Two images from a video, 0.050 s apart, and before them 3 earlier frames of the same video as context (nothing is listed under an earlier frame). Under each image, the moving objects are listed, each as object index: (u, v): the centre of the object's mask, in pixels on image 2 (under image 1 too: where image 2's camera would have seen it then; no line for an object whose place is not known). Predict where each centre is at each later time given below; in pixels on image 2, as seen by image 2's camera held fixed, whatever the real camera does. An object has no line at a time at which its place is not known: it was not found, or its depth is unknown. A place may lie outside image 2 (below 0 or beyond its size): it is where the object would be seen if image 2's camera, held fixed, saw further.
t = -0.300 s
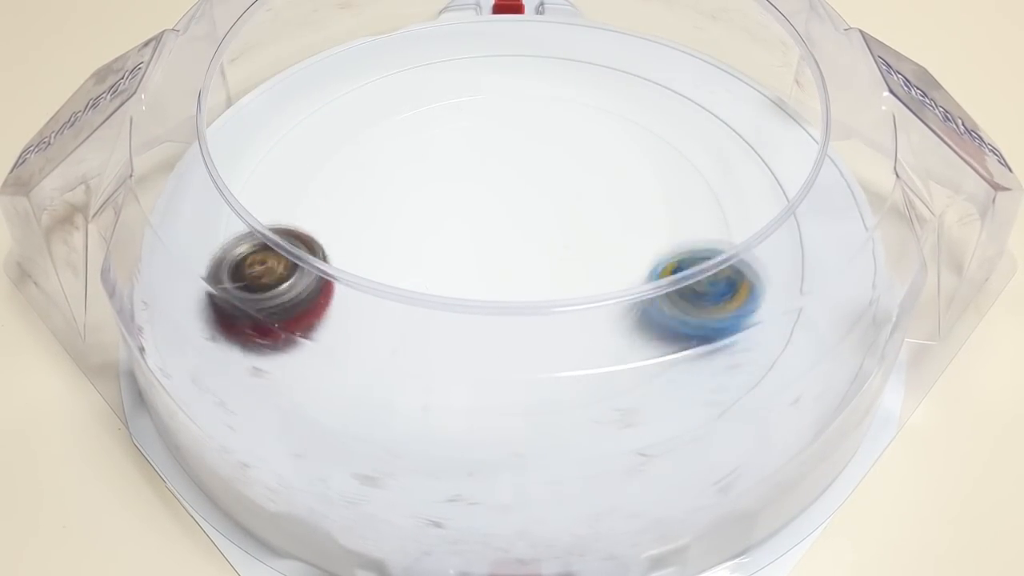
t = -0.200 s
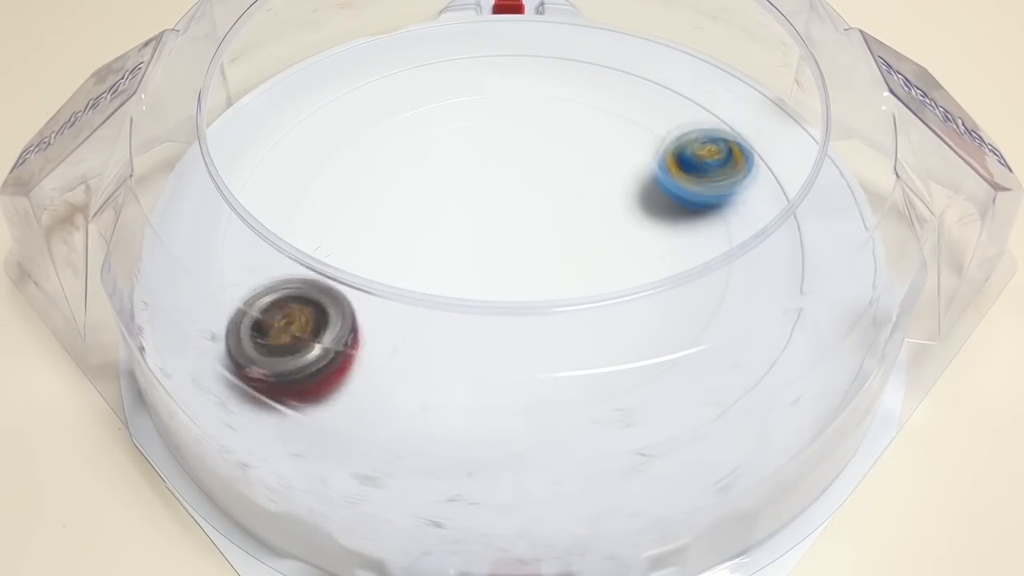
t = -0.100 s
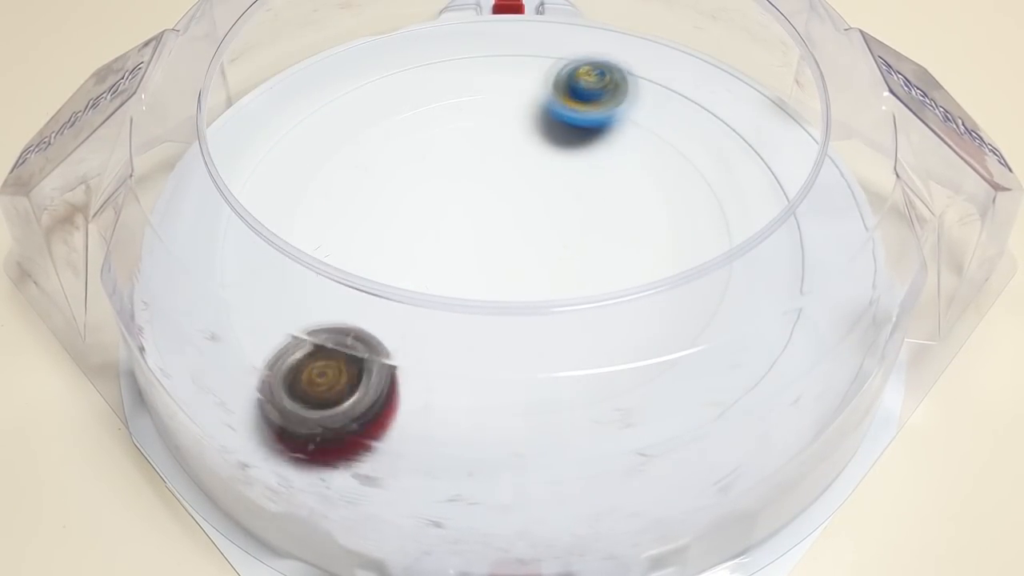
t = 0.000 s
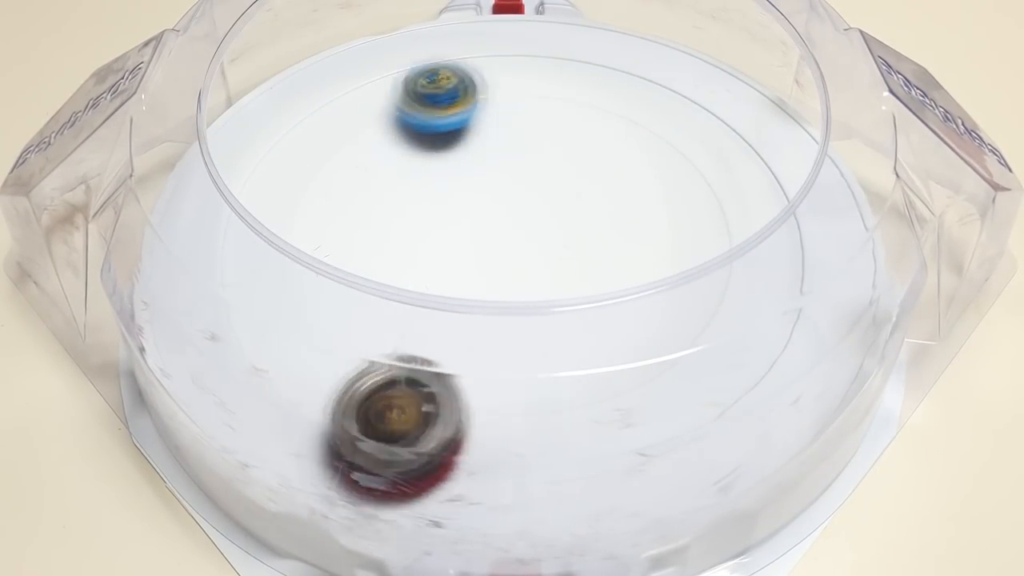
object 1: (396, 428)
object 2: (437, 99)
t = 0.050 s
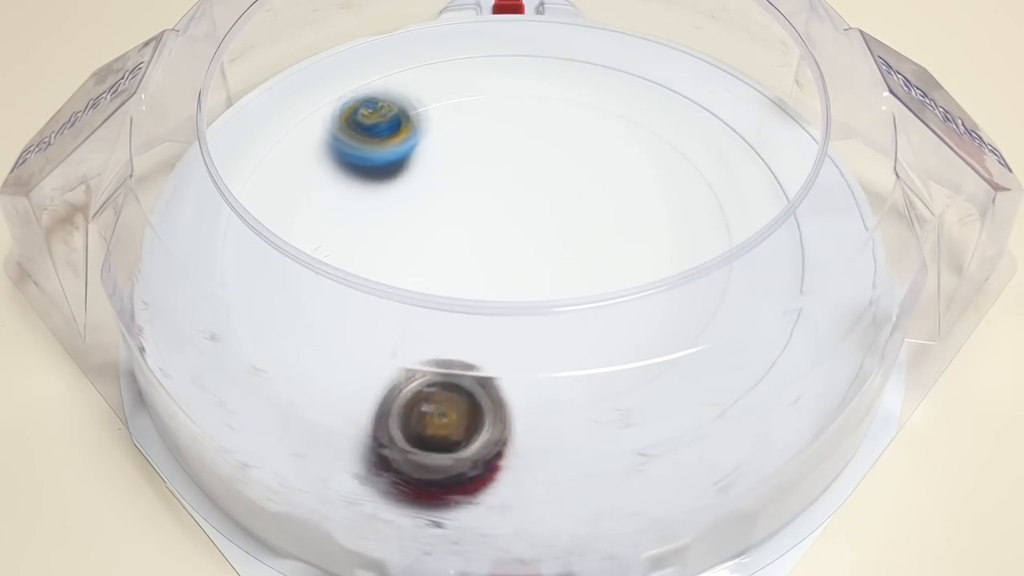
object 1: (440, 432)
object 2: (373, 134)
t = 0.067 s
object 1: (453, 434)
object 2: (356, 148)
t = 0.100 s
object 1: (477, 436)
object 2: (331, 182)
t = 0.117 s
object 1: (488, 437)
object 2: (322, 203)
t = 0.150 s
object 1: (511, 438)
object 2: (319, 241)
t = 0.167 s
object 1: (522, 437)
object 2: (322, 262)
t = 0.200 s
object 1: (544, 436)
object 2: (337, 316)
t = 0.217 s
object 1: (555, 434)
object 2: (355, 331)
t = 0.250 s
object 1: (575, 432)
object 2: (403, 359)
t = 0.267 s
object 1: (585, 430)
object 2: (431, 370)
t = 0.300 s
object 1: (608, 427)
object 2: (495, 375)
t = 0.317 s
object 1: (636, 437)
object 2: (511, 365)
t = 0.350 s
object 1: (689, 429)
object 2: (540, 350)
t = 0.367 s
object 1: (715, 427)
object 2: (556, 340)
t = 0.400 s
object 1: (754, 416)
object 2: (577, 297)
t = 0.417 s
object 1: (767, 401)
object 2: (579, 272)
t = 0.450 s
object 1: (787, 372)
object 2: (582, 245)
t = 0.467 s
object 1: (795, 358)
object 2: (575, 227)
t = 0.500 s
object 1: (810, 330)
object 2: (547, 196)
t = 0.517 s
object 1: (817, 315)
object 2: (528, 183)
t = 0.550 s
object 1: (826, 295)
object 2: (486, 166)
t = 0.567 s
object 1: (829, 285)
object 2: (462, 161)
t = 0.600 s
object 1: (833, 265)
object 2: (415, 156)
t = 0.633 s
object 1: (837, 248)
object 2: (372, 158)
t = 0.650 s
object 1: (839, 240)
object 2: (351, 162)
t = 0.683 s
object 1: (843, 228)
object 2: (315, 175)
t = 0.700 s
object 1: (845, 220)
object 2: (302, 185)
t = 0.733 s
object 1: (846, 207)
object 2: (286, 203)
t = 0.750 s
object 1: (848, 200)
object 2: (269, 217)
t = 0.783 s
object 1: (840, 184)
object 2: (251, 230)
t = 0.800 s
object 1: (838, 179)
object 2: (245, 233)
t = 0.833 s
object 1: (835, 167)
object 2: (237, 233)
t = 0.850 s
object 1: (834, 160)
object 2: (233, 232)
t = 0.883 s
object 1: (830, 149)
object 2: (230, 223)
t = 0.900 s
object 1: (827, 144)
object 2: (228, 218)
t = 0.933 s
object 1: (819, 132)
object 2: (229, 215)
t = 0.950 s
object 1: (819, 130)
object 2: (230, 218)
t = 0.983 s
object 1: (804, 131)
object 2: (235, 223)
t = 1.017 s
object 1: (796, 131)
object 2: (237, 223)
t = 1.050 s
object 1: (785, 130)
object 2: (240, 219)
